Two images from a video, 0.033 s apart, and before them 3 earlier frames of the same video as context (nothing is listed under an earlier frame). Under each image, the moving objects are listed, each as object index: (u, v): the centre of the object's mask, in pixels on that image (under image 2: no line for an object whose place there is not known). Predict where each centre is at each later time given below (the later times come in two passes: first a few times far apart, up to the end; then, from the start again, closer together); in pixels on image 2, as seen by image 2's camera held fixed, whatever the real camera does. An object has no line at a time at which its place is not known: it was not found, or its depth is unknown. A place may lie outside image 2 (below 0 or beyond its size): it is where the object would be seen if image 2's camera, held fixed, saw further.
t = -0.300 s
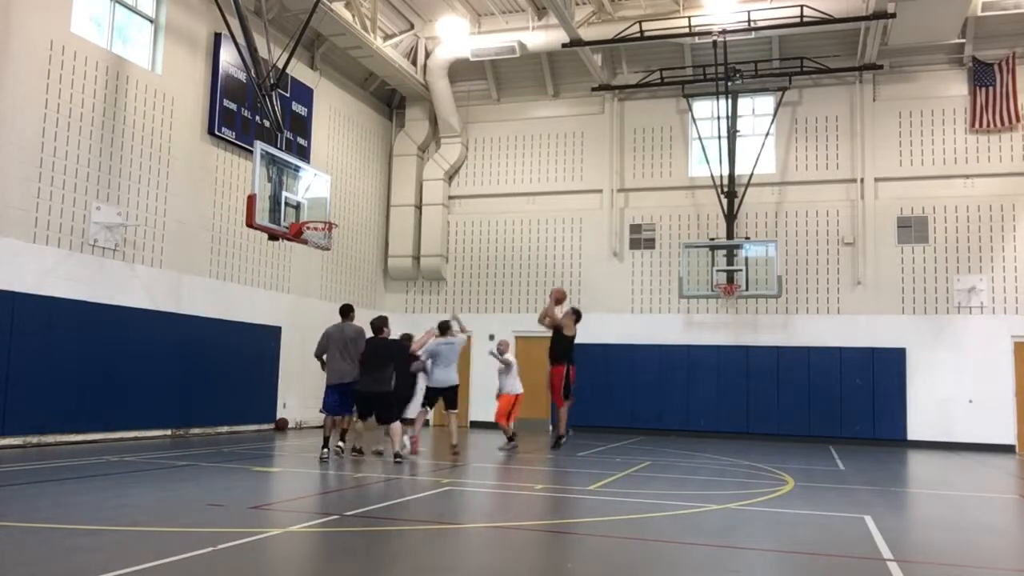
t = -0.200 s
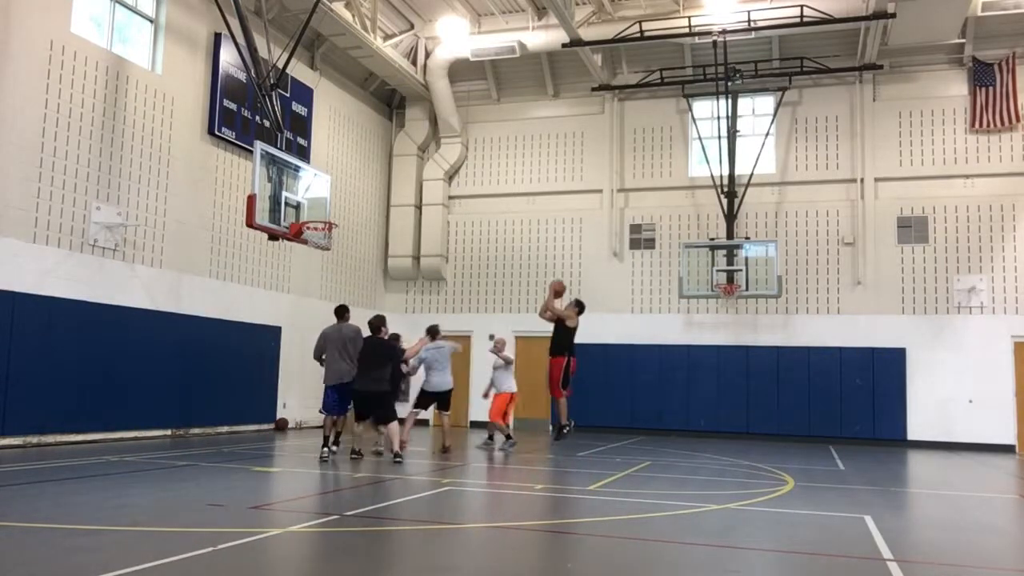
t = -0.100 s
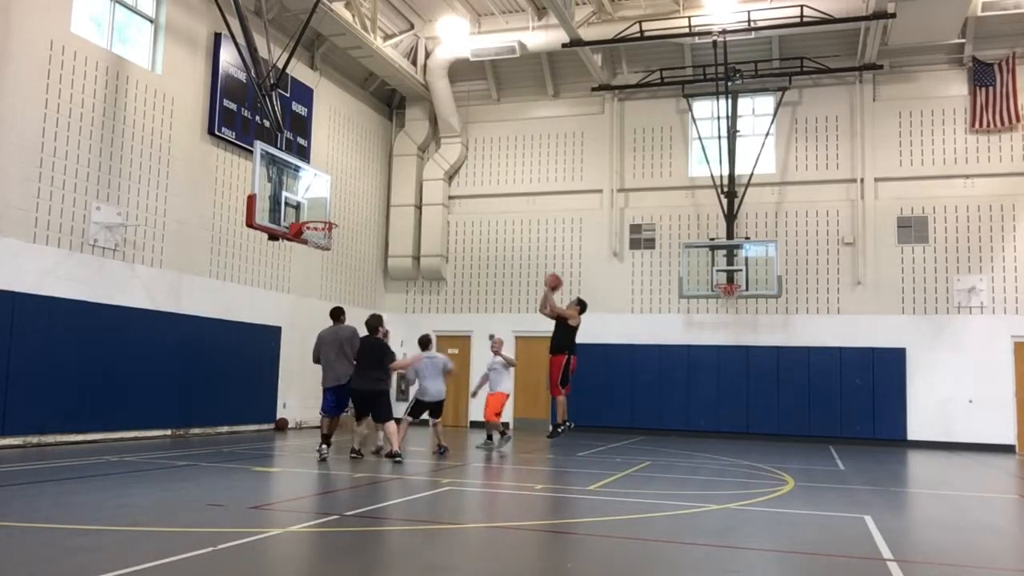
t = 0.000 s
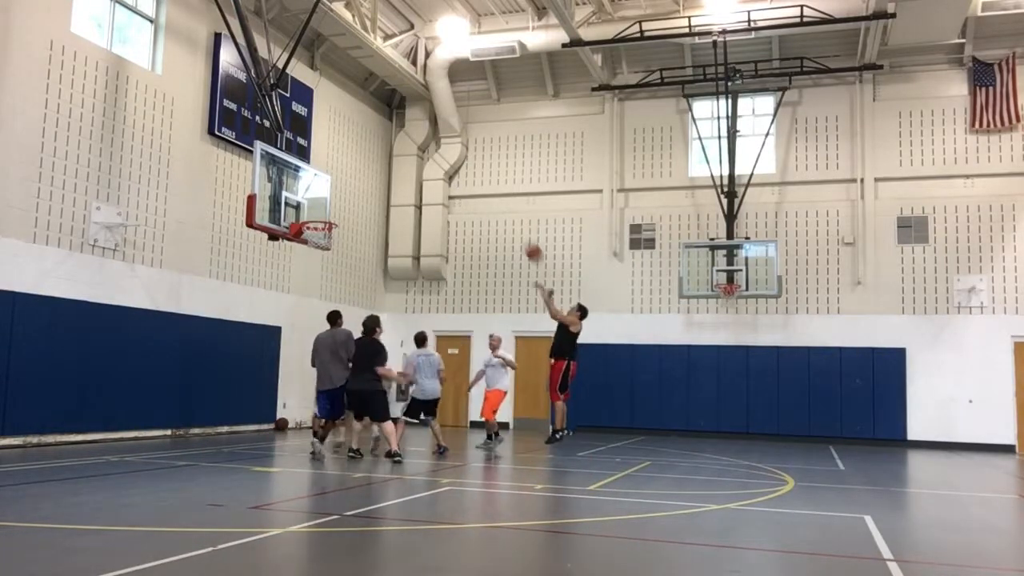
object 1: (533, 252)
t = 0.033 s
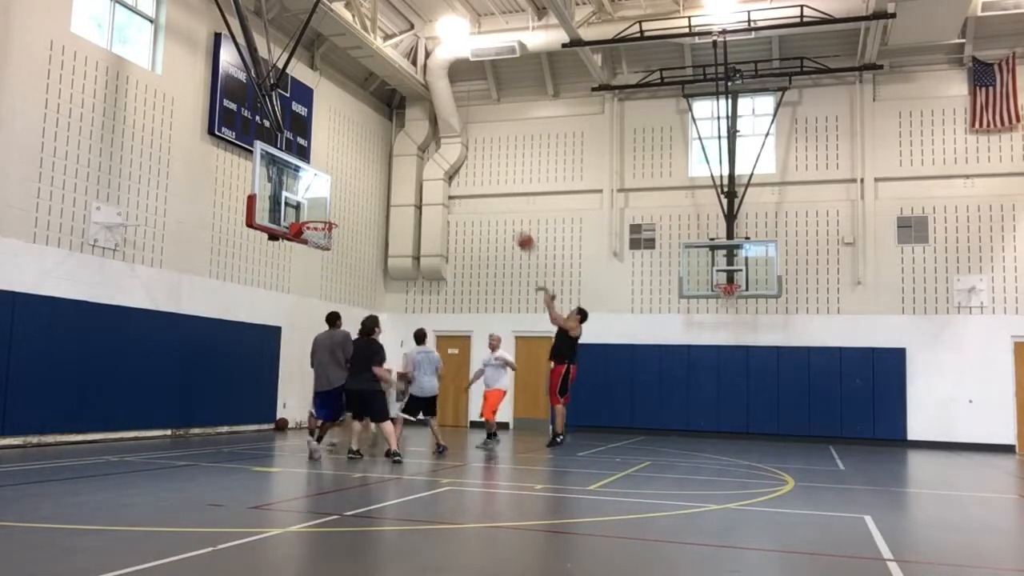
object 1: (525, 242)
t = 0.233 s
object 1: (475, 195)
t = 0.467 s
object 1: (415, 175)
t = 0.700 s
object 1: (353, 192)
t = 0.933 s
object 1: (314, 247)
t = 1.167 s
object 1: (323, 305)
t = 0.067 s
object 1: (517, 232)
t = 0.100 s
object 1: (508, 222)
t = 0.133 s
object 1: (500, 215)
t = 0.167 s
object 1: (491, 207)
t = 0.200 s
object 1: (483, 201)
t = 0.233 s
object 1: (475, 195)
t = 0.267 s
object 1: (466, 189)
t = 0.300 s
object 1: (457, 184)
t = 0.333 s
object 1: (450, 182)
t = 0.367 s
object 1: (441, 179)
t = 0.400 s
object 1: (432, 176)
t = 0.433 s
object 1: (423, 175)
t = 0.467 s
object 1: (415, 175)
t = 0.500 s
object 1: (406, 175)
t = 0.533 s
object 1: (398, 175)
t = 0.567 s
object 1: (390, 178)
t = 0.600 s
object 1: (379, 180)
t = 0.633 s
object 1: (371, 183)
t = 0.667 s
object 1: (362, 187)
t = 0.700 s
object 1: (353, 192)
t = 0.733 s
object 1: (344, 197)
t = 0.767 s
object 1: (336, 204)
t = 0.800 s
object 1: (327, 211)
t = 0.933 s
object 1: (314, 247)
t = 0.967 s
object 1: (316, 251)
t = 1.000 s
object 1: (317, 258)
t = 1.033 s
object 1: (319, 266)
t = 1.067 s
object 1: (320, 275)
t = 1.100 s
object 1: (321, 285)
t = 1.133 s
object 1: (322, 295)
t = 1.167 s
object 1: (323, 305)
